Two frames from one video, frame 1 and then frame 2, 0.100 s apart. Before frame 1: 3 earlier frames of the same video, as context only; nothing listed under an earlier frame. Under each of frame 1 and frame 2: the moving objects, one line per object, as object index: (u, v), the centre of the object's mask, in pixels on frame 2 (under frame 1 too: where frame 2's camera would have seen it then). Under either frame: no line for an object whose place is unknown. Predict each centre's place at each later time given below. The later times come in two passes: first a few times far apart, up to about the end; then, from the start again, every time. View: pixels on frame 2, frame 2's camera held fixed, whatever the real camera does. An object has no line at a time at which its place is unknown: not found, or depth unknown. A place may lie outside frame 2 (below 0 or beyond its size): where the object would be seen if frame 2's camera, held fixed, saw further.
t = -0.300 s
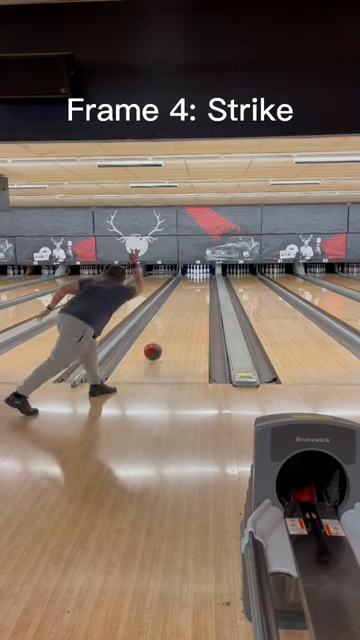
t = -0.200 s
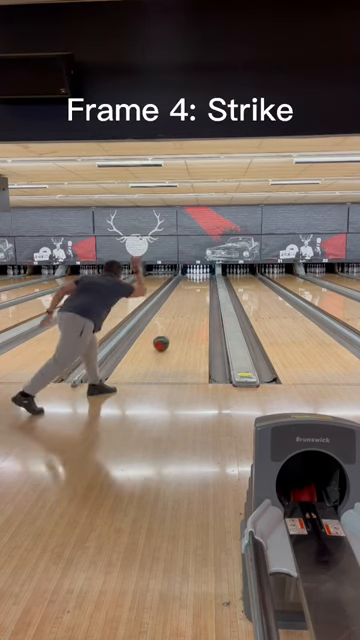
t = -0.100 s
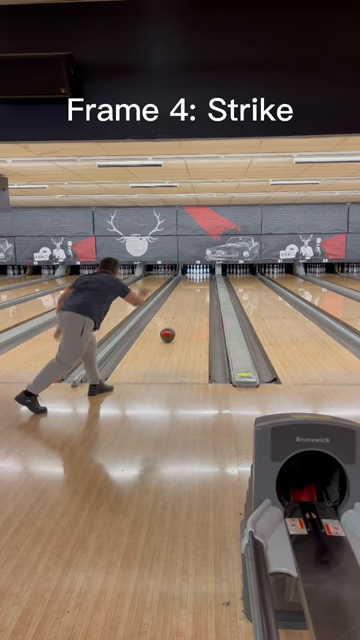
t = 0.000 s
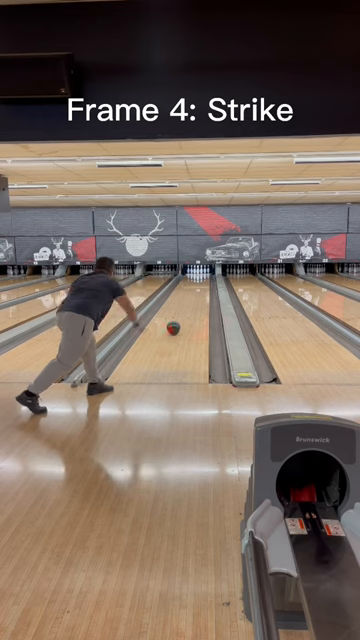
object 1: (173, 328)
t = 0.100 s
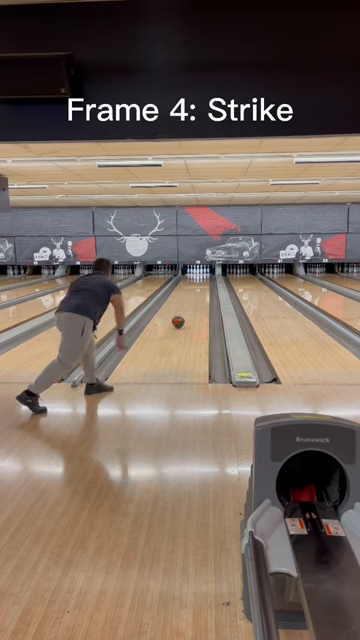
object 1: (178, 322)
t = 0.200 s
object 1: (182, 316)
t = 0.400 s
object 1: (189, 308)
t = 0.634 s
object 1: (194, 300)
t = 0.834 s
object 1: (198, 295)
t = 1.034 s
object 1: (201, 290)
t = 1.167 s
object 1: (202, 288)
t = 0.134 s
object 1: (179, 320)
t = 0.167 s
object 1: (180, 318)
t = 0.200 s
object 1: (182, 316)
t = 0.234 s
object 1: (183, 315)
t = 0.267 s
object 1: (184, 313)
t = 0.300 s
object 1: (185, 312)
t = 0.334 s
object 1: (186, 310)
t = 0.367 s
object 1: (188, 309)
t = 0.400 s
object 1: (189, 308)
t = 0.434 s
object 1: (190, 307)
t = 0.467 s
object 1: (190, 306)
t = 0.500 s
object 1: (191, 304)
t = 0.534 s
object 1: (192, 303)
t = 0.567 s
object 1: (193, 302)
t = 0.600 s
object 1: (194, 301)
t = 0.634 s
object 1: (194, 300)
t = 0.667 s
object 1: (195, 299)
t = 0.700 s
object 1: (195, 298)
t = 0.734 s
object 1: (196, 297)
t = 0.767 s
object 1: (197, 296)
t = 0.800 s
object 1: (197, 296)
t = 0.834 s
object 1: (198, 295)
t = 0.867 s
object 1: (198, 294)
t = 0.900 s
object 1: (199, 293)
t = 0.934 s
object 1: (200, 292)
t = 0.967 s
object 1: (200, 292)
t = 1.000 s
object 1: (201, 291)
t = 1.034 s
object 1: (201, 290)
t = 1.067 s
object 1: (201, 290)
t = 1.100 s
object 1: (201, 289)
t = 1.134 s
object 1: (202, 288)
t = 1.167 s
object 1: (202, 288)
